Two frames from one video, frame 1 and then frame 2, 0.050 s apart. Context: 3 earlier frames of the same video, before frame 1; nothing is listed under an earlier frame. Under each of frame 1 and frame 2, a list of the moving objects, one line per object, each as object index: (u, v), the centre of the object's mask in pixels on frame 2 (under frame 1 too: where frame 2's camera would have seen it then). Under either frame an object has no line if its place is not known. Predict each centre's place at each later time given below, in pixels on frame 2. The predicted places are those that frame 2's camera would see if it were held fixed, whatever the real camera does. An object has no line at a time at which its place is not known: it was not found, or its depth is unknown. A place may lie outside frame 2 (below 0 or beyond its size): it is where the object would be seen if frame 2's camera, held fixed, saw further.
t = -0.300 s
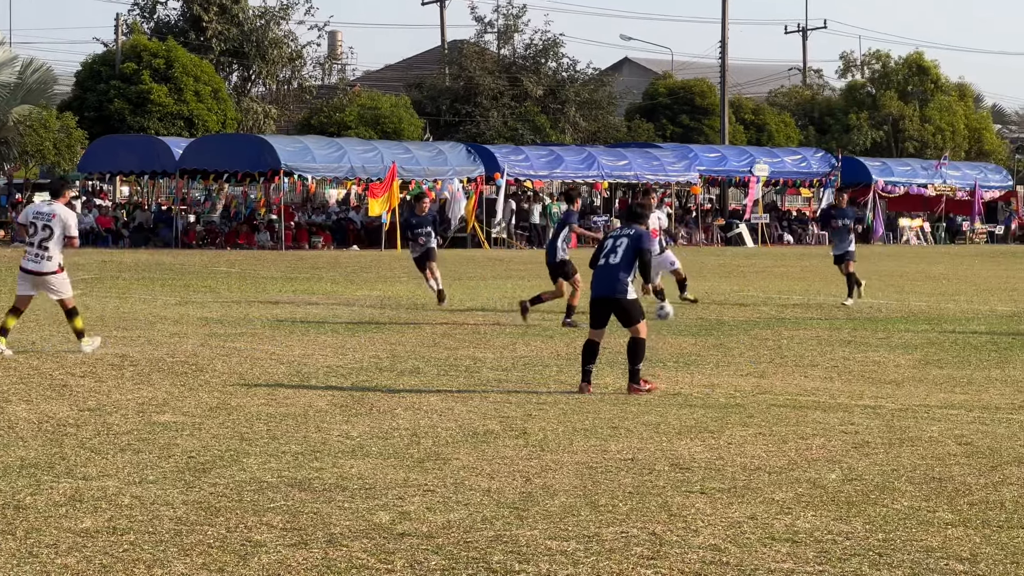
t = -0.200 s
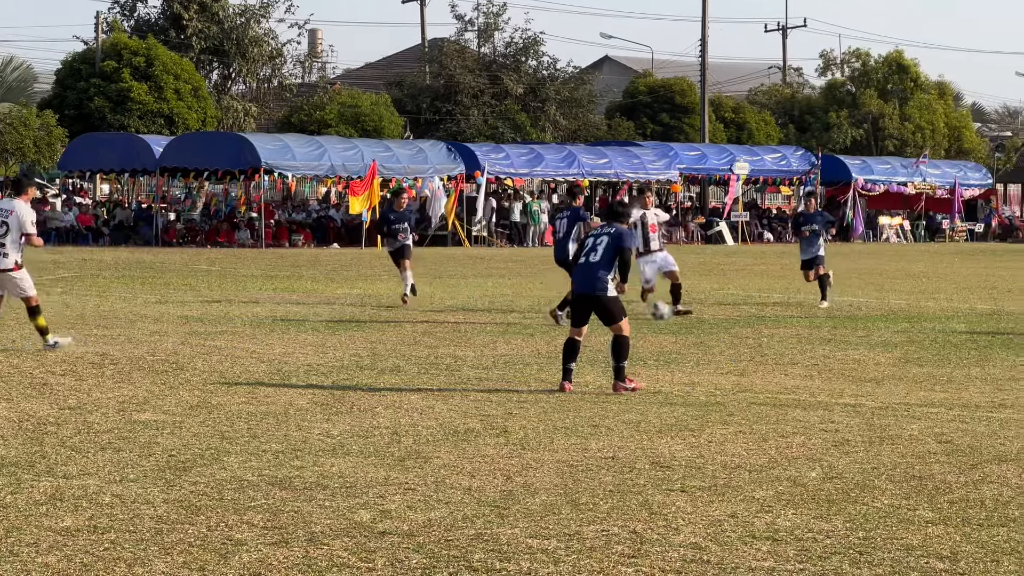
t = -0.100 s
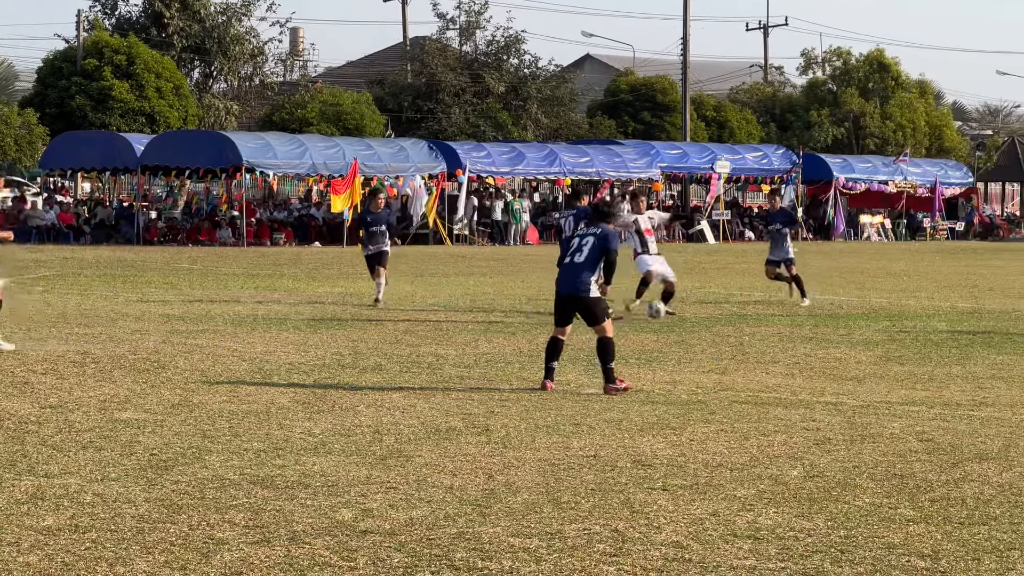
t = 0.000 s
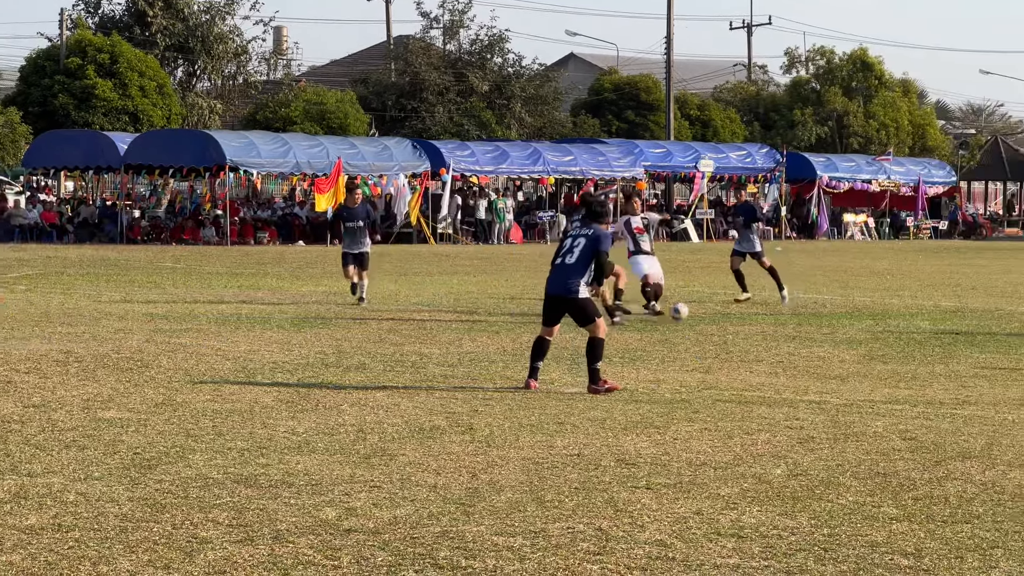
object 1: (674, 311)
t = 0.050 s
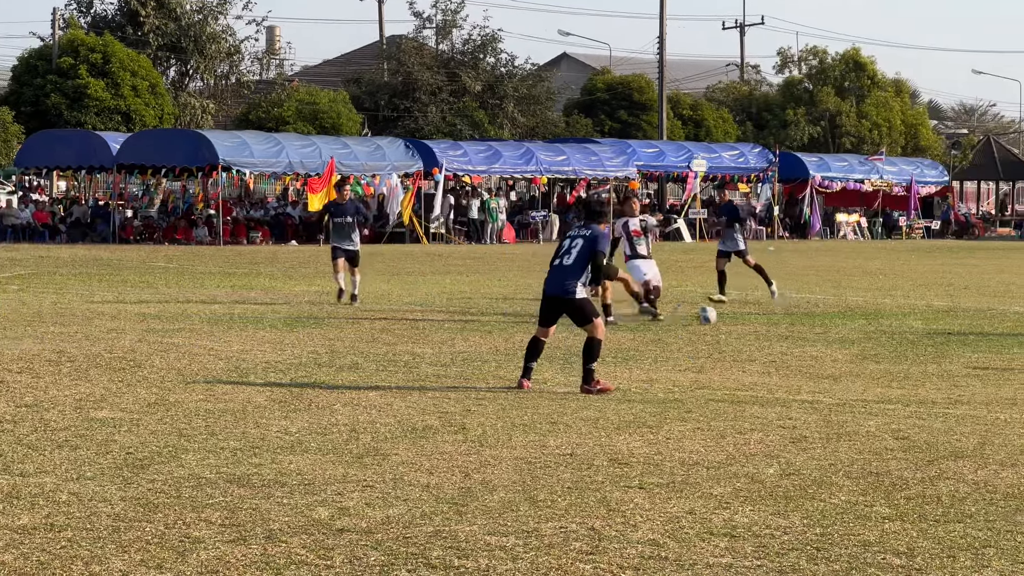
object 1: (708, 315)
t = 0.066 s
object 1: (718, 317)
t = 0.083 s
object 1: (728, 317)
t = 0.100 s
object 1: (738, 315)
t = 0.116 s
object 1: (748, 314)
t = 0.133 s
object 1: (758, 312)
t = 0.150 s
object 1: (767, 311)
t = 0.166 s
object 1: (778, 309)
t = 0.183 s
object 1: (787, 309)
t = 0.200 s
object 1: (795, 308)
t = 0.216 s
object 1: (806, 308)
